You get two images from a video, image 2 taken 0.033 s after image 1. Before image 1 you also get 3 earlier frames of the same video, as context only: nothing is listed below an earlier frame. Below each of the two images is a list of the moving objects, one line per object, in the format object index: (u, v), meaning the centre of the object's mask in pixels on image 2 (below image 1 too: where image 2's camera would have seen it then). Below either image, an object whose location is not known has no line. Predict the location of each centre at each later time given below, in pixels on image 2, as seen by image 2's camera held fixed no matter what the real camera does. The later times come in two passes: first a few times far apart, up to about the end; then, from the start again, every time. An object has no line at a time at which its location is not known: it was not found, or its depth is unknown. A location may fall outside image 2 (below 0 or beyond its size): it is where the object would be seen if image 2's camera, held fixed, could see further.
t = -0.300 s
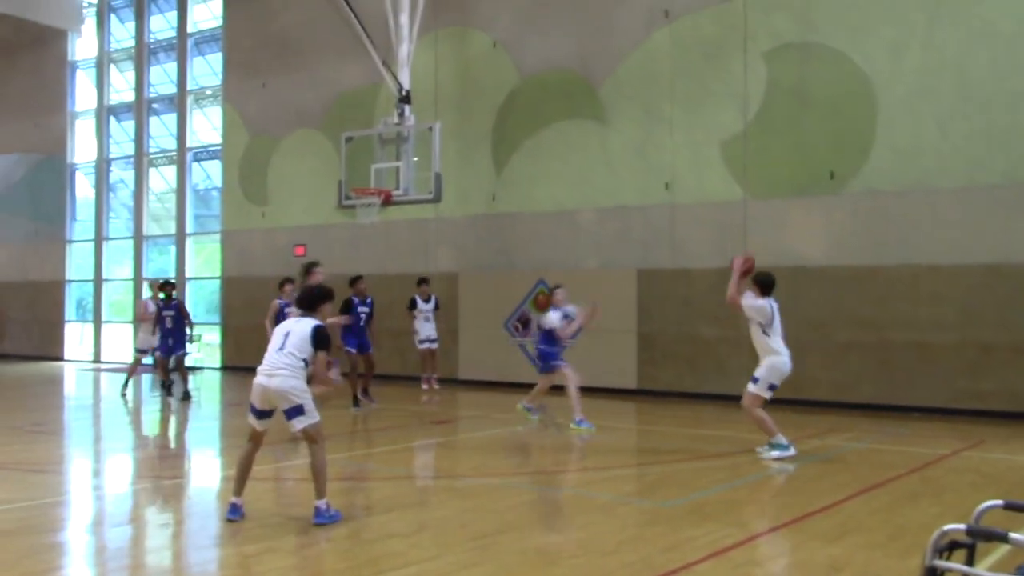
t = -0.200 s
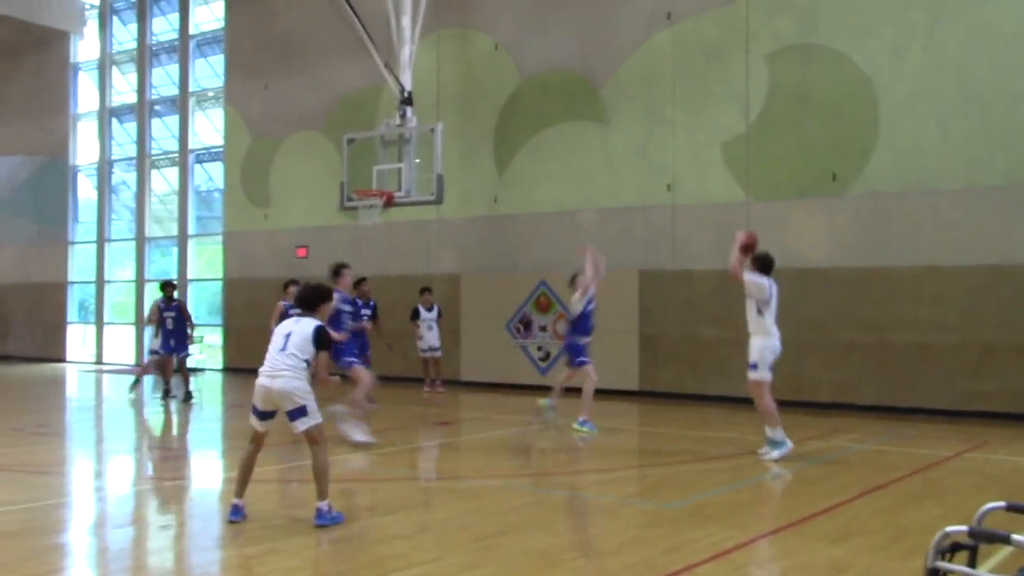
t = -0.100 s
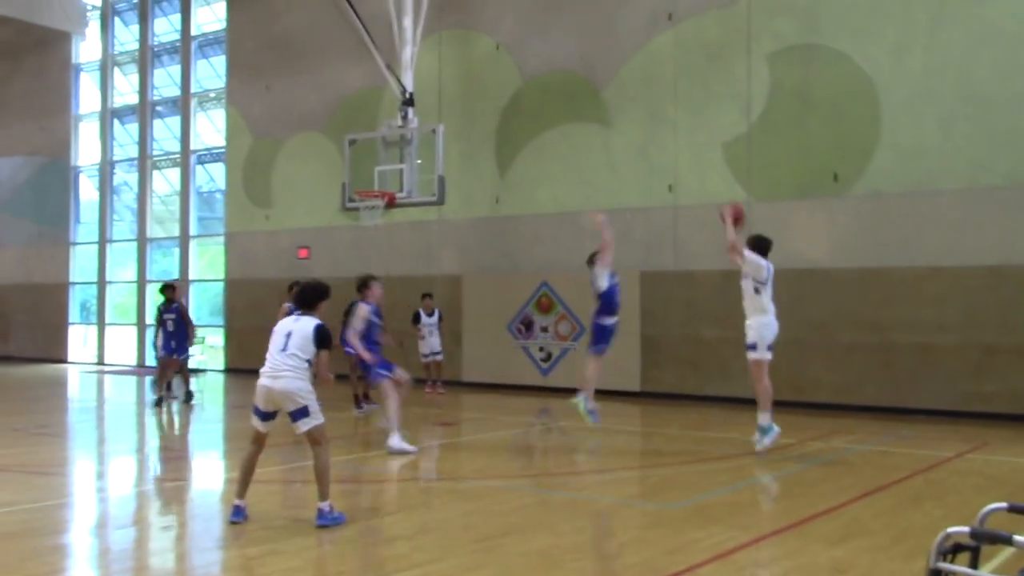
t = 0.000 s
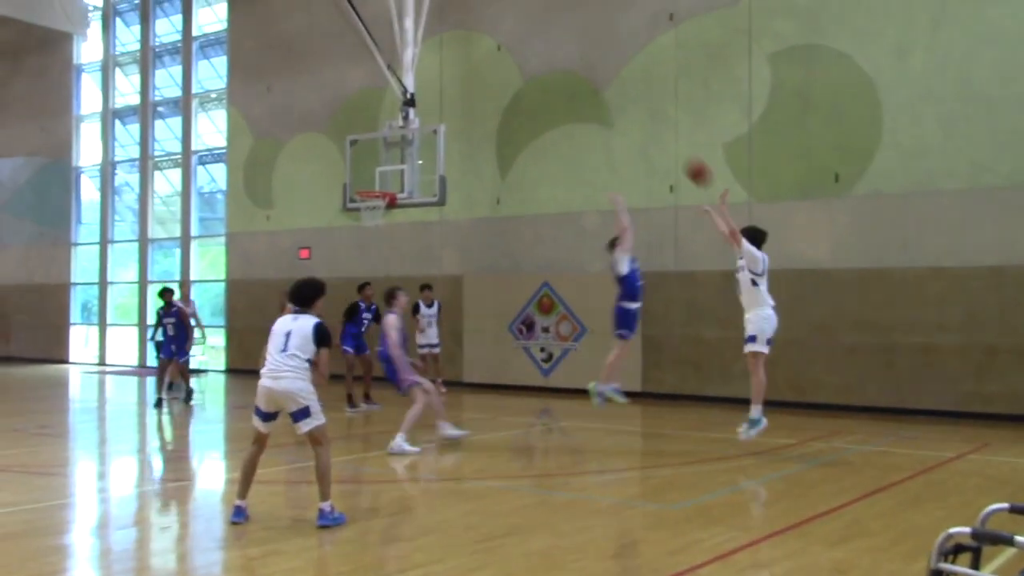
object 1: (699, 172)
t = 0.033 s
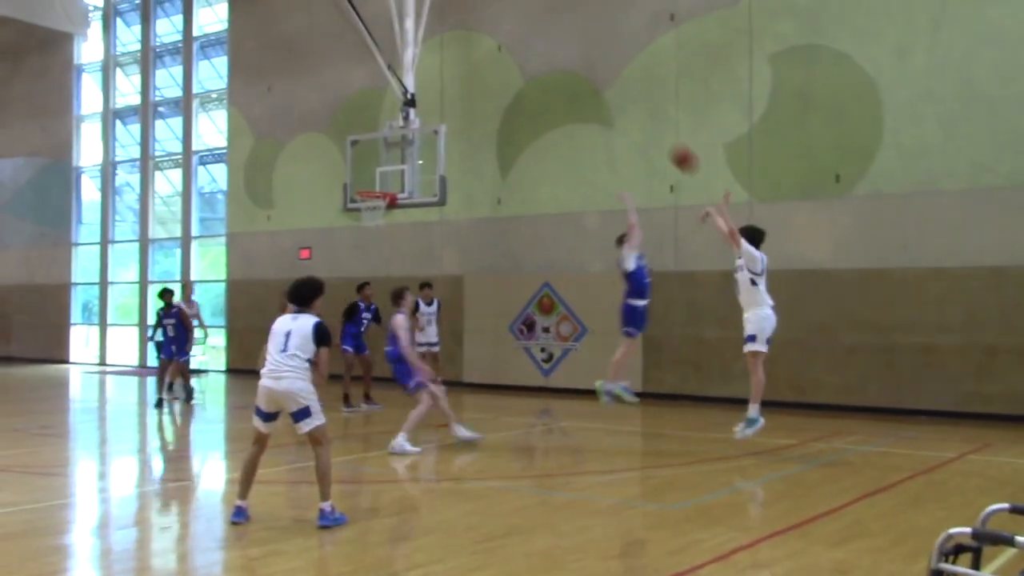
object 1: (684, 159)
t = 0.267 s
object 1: (589, 96)
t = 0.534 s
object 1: (499, 86)
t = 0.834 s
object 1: (415, 137)
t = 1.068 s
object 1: (371, 208)
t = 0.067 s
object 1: (670, 147)
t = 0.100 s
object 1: (655, 135)
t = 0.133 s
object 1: (641, 125)
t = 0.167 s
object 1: (627, 116)
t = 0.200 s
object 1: (615, 109)
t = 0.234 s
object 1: (601, 101)
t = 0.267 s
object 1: (589, 96)
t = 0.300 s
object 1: (576, 91)
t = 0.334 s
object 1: (565, 88)
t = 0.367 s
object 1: (553, 85)
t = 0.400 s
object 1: (542, 84)
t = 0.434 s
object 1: (532, 84)
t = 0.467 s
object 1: (519, 84)
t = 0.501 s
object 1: (509, 85)
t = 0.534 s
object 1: (499, 86)
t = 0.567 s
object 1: (488, 89)
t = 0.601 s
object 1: (479, 93)
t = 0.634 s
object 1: (469, 97)
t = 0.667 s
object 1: (460, 102)
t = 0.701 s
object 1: (449, 108)
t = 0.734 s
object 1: (441, 114)
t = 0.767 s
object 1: (432, 121)
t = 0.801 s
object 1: (423, 129)
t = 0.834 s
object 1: (415, 137)
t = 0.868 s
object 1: (406, 145)
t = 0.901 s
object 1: (398, 156)
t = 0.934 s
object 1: (388, 166)
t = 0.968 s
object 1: (381, 178)
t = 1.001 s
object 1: (372, 187)
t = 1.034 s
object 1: (369, 199)
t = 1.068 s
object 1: (371, 208)
